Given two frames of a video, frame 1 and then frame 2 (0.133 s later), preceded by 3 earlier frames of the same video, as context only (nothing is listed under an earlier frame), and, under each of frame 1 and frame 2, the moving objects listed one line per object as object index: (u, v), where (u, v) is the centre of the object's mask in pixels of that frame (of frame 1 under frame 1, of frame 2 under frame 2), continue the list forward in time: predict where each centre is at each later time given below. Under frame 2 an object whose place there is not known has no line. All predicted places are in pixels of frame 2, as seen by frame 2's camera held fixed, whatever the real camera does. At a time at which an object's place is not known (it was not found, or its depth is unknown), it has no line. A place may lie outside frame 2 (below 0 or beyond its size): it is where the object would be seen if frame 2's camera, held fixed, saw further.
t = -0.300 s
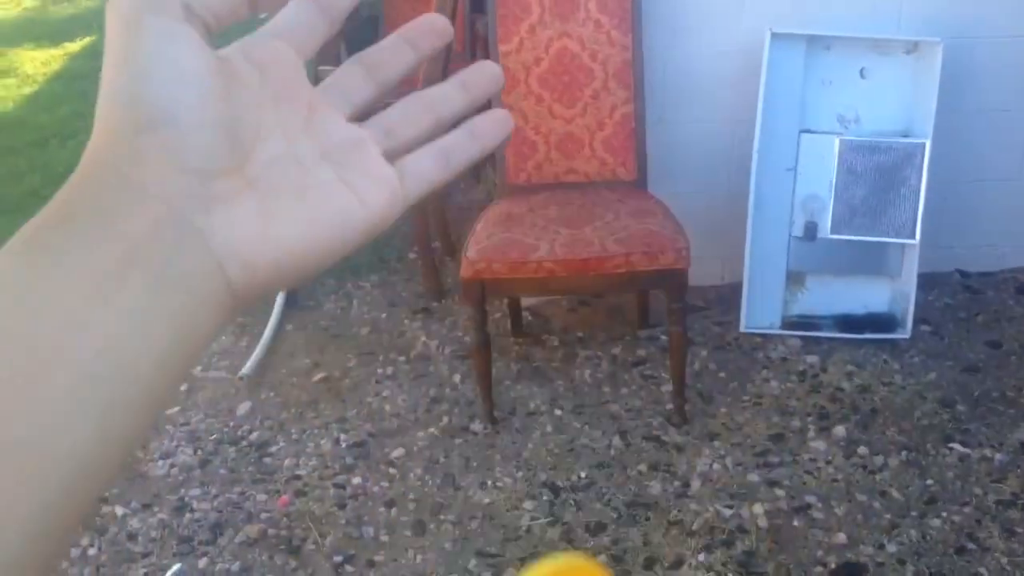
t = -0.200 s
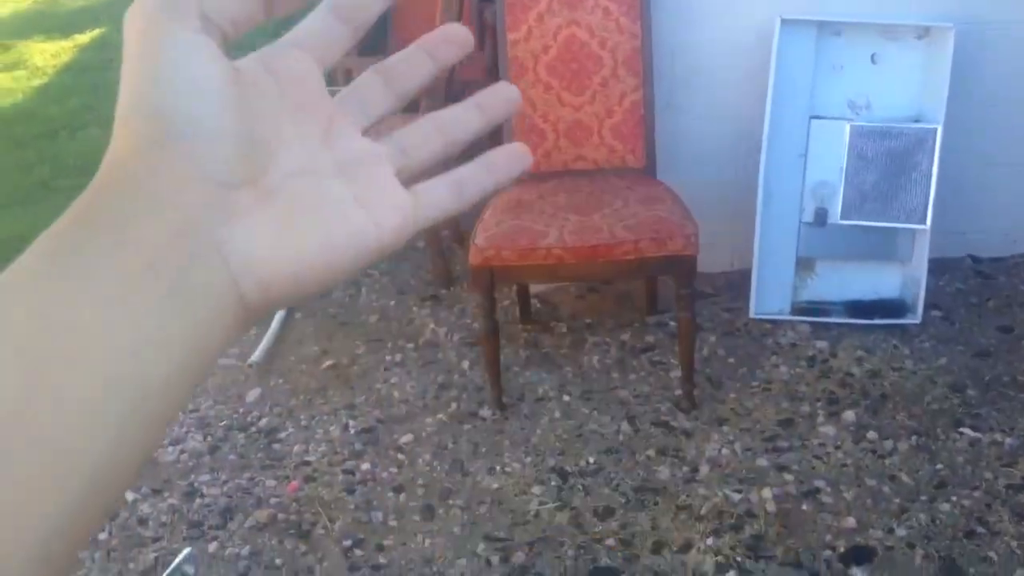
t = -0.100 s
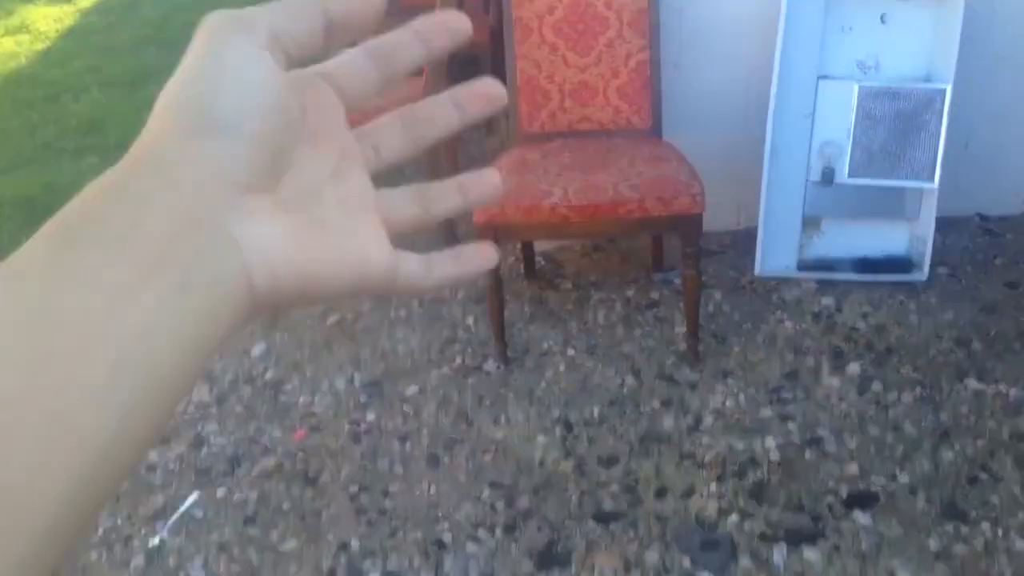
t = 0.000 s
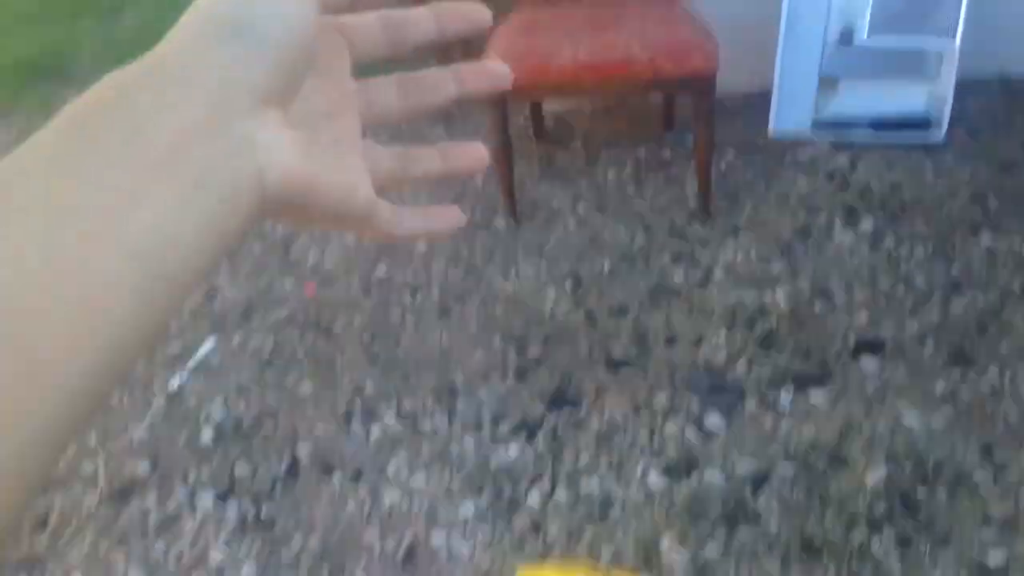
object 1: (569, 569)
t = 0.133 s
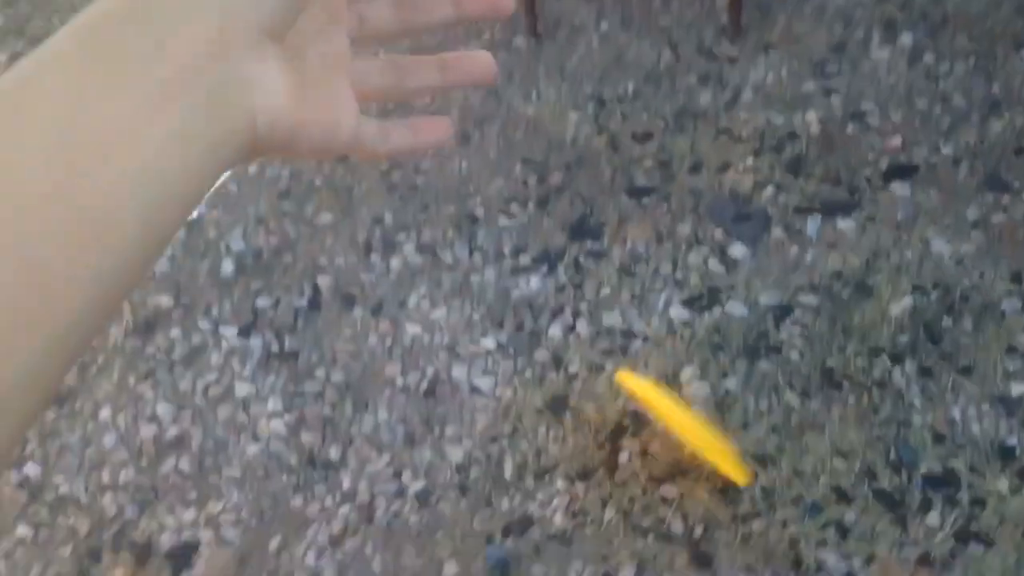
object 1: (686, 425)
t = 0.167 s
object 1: (700, 429)
